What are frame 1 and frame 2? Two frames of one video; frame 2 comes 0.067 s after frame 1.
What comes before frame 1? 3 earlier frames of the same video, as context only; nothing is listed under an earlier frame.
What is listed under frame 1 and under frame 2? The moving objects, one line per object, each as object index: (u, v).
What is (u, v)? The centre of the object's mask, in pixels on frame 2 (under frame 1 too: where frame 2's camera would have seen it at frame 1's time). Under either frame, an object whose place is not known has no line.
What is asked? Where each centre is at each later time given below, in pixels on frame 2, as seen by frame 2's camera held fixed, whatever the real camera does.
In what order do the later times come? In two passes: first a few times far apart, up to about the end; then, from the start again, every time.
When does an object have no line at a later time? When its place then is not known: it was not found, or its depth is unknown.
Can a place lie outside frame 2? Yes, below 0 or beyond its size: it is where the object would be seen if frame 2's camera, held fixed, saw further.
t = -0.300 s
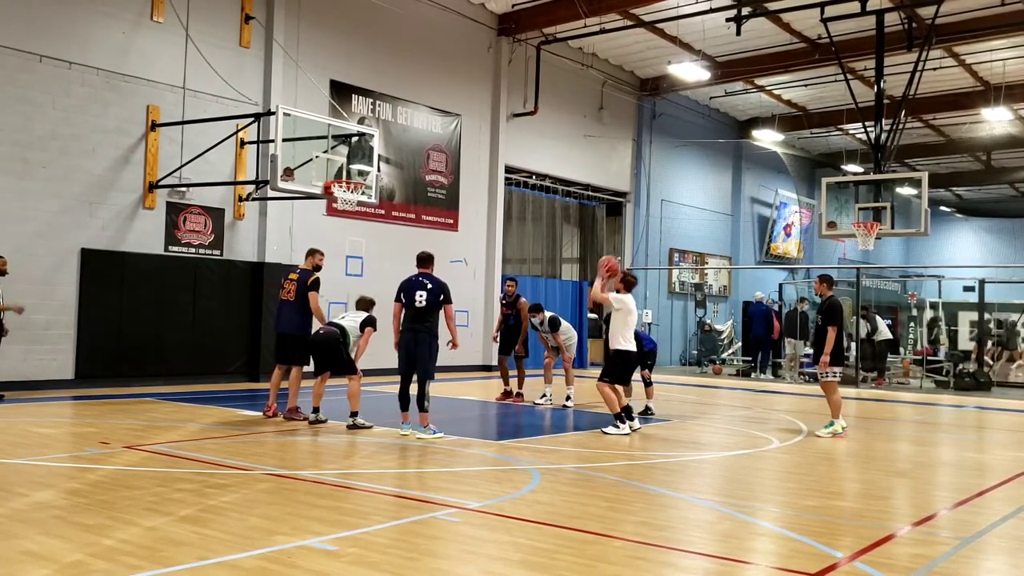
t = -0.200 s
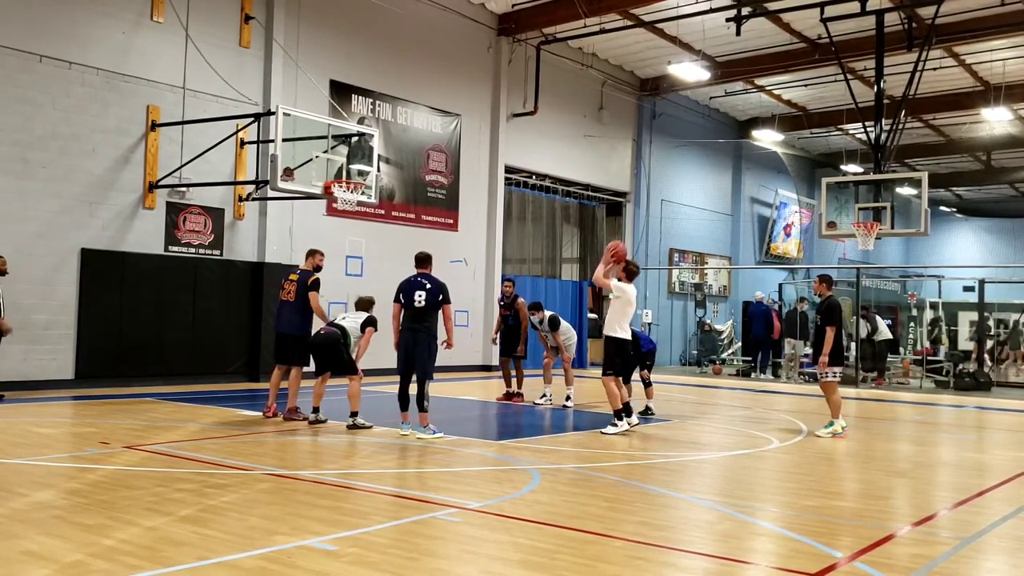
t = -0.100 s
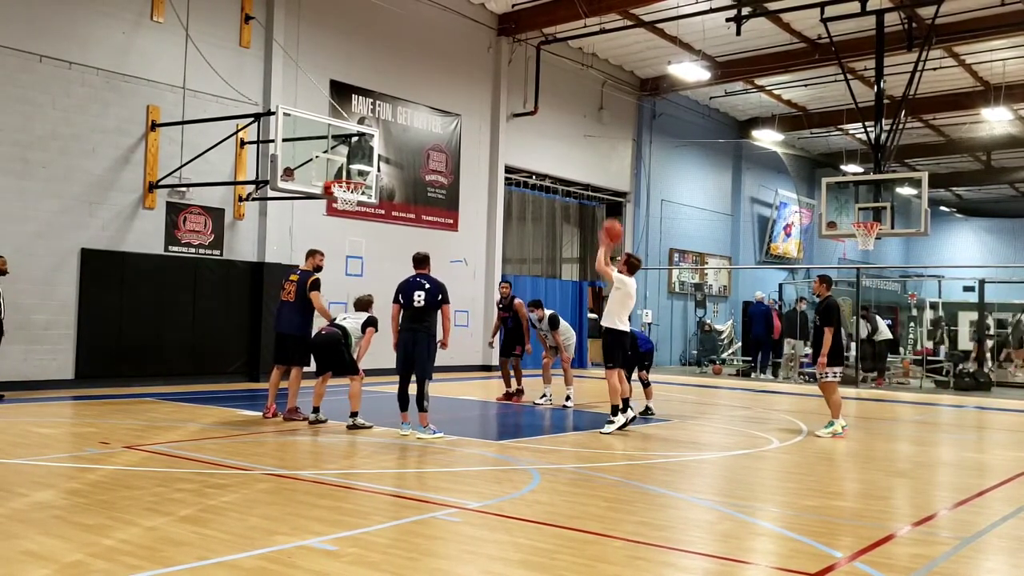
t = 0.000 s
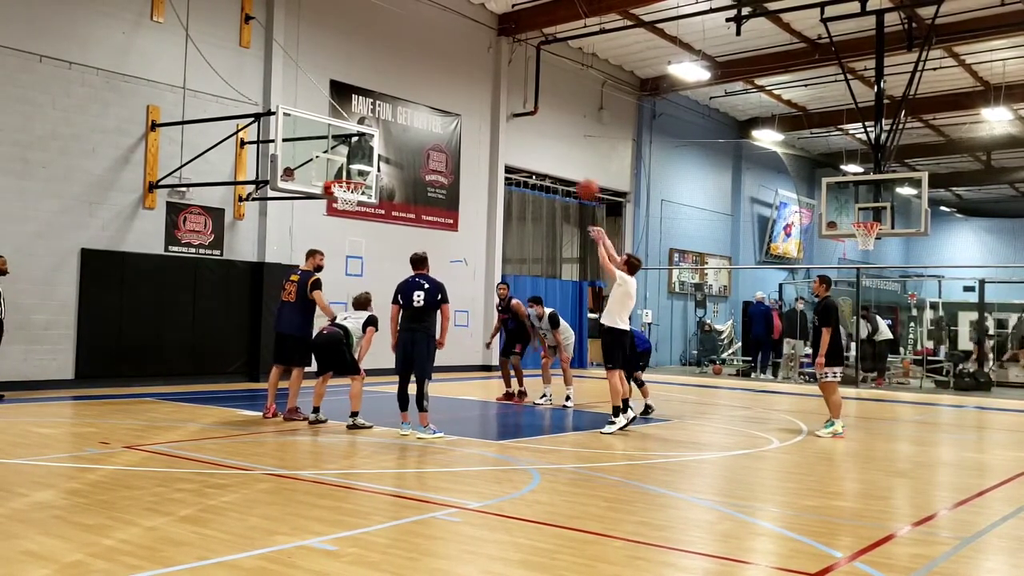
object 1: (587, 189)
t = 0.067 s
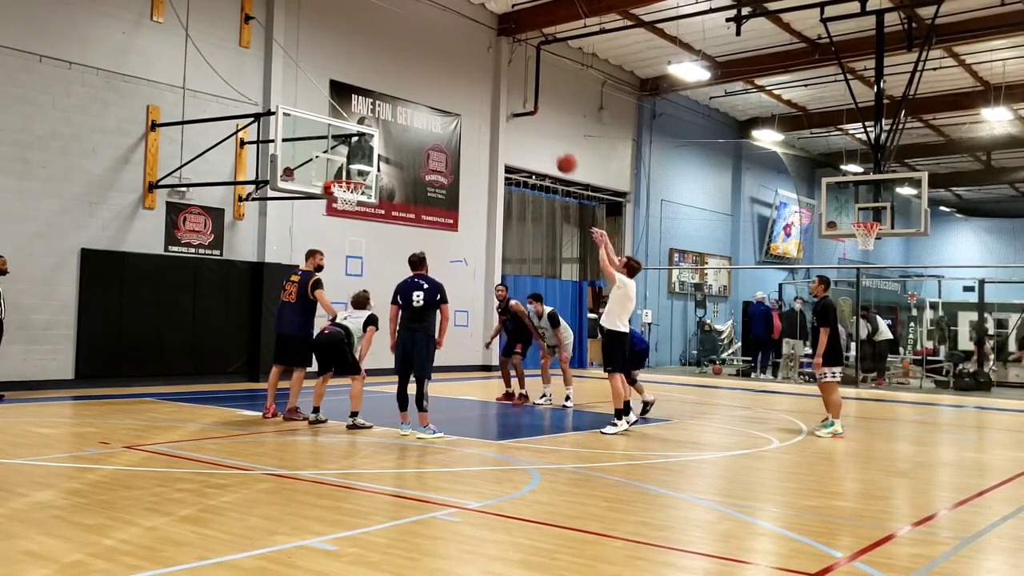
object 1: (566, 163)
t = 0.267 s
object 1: (509, 113)
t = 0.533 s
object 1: (441, 100)
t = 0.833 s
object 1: (373, 146)
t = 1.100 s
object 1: (348, 204)
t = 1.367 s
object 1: (352, 220)
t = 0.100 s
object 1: (556, 152)
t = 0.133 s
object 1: (547, 143)
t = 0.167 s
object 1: (538, 134)
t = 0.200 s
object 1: (527, 126)
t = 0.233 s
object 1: (518, 120)
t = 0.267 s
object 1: (509, 113)
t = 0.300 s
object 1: (501, 109)
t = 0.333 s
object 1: (491, 104)
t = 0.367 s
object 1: (482, 101)
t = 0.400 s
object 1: (474, 99)
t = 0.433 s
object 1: (466, 98)
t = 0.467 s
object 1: (457, 98)
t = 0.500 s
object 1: (449, 98)
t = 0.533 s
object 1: (441, 100)
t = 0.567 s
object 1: (433, 102)
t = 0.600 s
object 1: (425, 104)
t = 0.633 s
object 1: (418, 108)
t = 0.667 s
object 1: (410, 113)
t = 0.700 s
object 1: (402, 118)
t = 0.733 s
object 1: (394, 124)
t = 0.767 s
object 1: (387, 131)
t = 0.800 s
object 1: (380, 137)
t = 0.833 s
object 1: (373, 146)
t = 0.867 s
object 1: (366, 154)
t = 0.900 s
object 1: (359, 162)
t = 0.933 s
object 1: (350, 174)
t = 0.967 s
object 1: (345, 177)
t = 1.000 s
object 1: (342, 190)
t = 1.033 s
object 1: (345, 201)
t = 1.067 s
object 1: (345, 206)
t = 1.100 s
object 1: (348, 204)
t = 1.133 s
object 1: (349, 208)
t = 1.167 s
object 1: (349, 203)
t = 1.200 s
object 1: (349, 208)
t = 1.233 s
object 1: (350, 209)
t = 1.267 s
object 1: (351, 210)
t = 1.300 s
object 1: (351, 213)
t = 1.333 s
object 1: (352, 217)
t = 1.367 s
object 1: (352, 220)
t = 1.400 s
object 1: (352, 226)
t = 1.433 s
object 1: (352, 232)
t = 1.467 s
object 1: (353, 239)
